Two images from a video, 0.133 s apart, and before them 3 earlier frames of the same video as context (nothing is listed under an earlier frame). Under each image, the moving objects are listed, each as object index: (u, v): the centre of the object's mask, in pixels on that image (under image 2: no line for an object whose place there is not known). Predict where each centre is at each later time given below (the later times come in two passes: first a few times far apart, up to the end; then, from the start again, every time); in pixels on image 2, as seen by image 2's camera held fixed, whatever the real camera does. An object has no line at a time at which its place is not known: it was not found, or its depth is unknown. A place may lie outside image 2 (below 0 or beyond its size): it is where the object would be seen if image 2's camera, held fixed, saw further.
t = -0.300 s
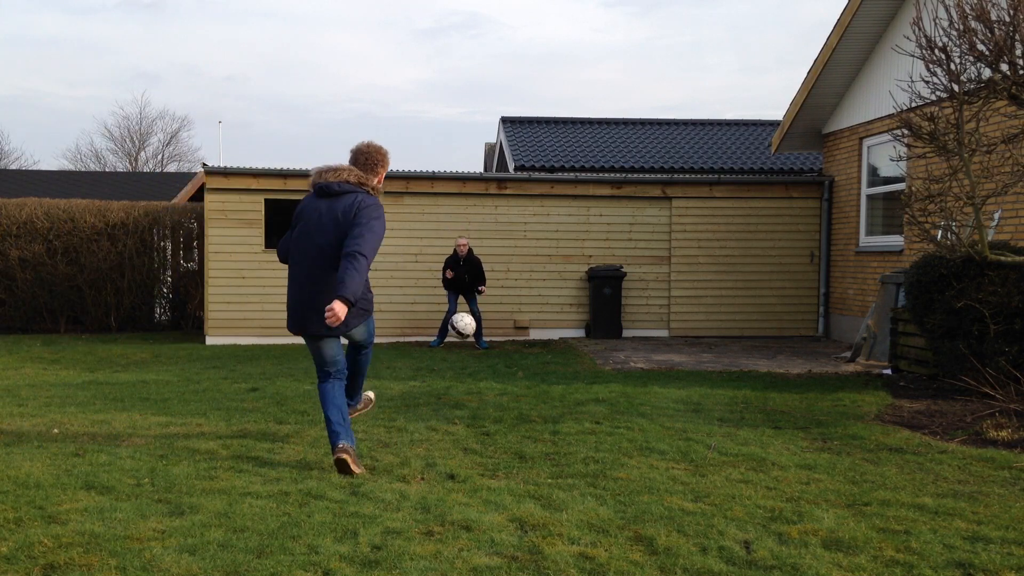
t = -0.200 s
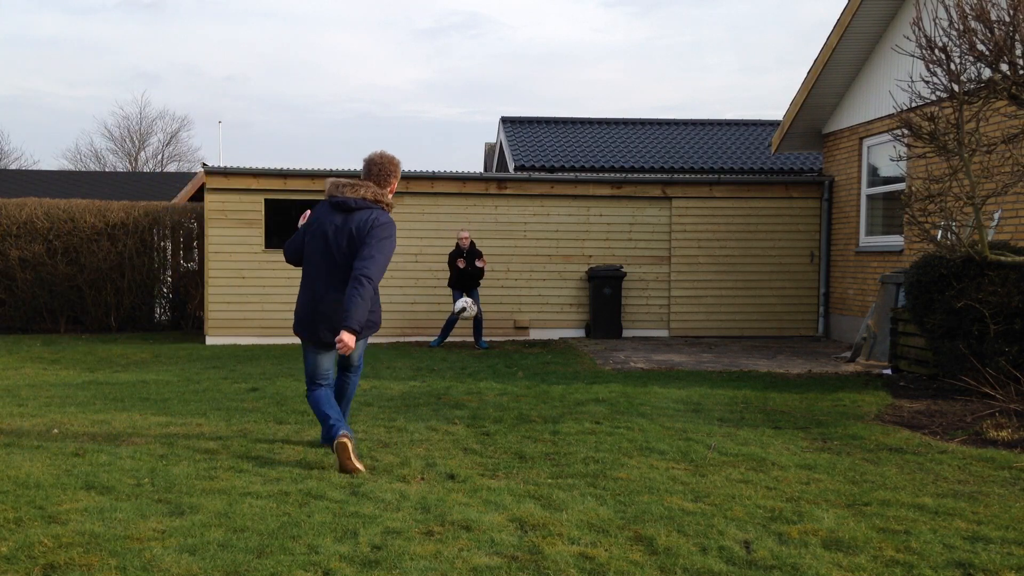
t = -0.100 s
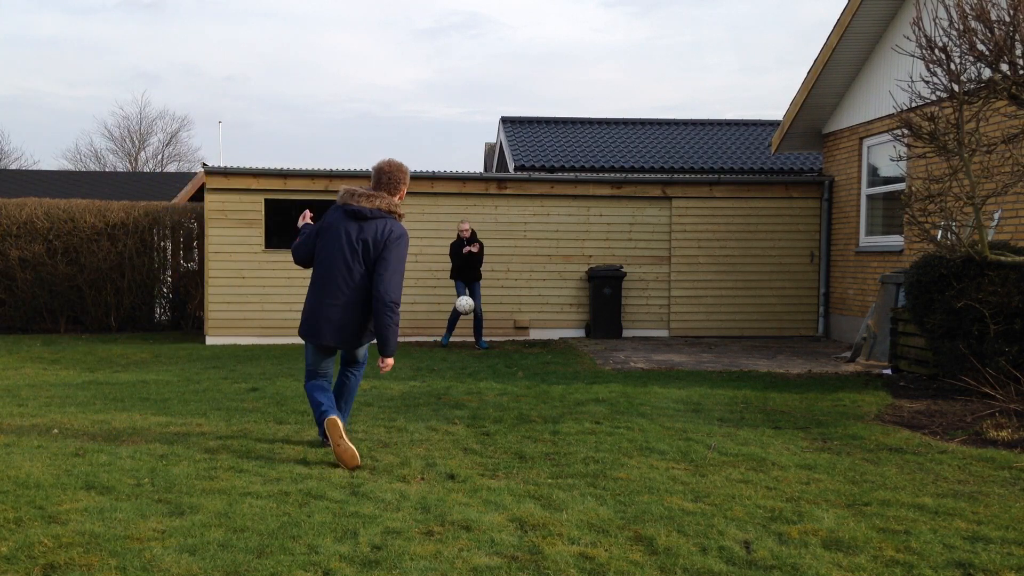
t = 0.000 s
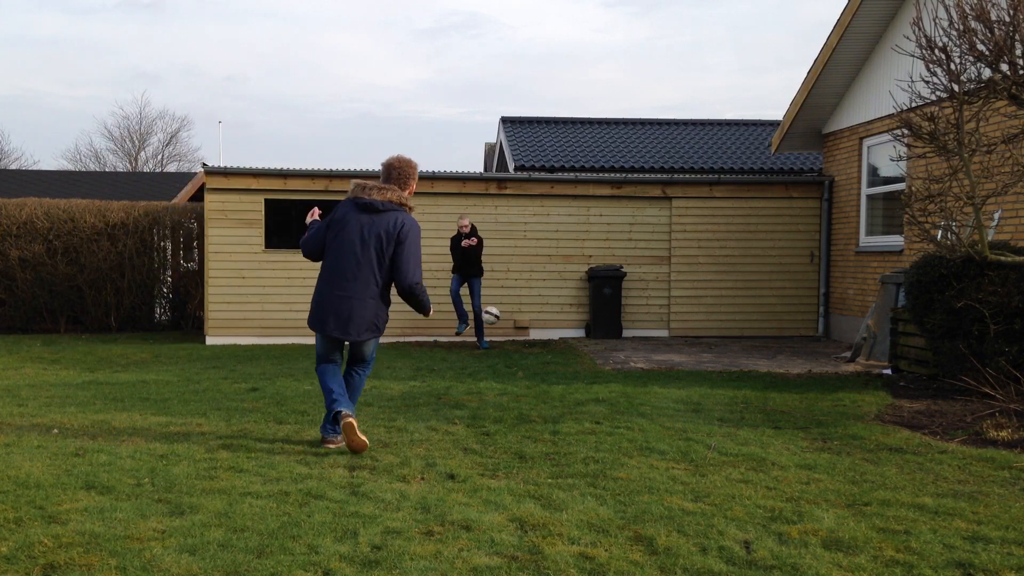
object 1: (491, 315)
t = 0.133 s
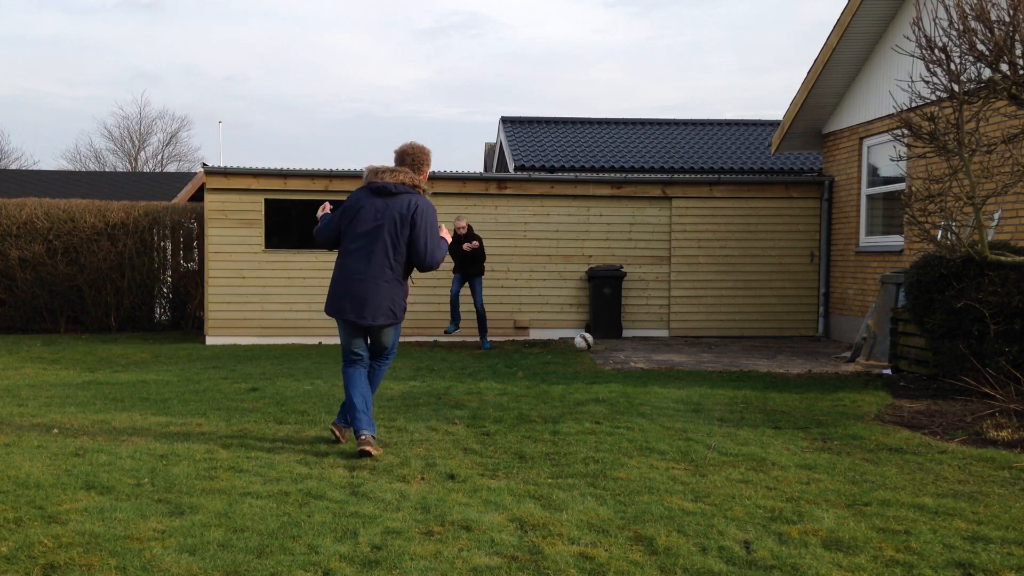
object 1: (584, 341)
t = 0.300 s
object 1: (649, 303)
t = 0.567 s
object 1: (768, 291)
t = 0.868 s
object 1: (899, 347)
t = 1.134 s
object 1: (938, 378)
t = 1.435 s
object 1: (882, 374)
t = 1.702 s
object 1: (795, 381)
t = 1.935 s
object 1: (729, 379)
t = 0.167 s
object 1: (596, 332)
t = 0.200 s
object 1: (609, 324)
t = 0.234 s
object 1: (622, 316)
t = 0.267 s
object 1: (635, 309)
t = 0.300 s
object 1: (649, 303)
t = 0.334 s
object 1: (663, 298)
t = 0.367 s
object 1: (677, 294)
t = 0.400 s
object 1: (691, 291)
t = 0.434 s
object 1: (706, 289)
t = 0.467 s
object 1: (720, 288)
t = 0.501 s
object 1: (736, 287)
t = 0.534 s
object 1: (752, 288)
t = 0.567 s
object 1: (768, 291)
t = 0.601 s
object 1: (784, 294)
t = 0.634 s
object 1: (800, 299)
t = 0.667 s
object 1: (818, 305)
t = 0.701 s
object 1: (835, 312)
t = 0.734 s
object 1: (852, 321)
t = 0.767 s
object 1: (871, 330)
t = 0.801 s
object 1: (885, 339)
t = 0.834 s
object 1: (895, 344)
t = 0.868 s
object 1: (899, 347)
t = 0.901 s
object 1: (903, 351)
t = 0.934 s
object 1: (909, 357)
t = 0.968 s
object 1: (913, 364)
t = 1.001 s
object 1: (918, 370)
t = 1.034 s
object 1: (925, 372)
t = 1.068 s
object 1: (928, 374)
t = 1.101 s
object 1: (933, 376)
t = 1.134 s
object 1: (938, 378)
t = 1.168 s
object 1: (940, 378)
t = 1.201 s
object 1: (942, 378)
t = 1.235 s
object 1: (943, 378)
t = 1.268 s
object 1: (943, 380)
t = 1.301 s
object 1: (935, 376)
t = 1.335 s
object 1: (924, 373)
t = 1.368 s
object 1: (910, 372)
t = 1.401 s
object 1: (897, 371)
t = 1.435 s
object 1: (882, 374)
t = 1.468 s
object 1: (868, 378)
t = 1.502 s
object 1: (856, 378)
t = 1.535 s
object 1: (846, 377)
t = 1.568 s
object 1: (836, 377)
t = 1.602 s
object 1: (826, 380)
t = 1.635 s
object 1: (815, 382)
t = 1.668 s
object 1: (805, 382)
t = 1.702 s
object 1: (795, 381)
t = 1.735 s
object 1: (785, 381)
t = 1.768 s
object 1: (775, 382)
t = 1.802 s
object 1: (765, 382)
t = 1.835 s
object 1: (756, 382)
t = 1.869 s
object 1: (747, 380)
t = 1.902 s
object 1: (738, 379)
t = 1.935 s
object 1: (729, 379)
